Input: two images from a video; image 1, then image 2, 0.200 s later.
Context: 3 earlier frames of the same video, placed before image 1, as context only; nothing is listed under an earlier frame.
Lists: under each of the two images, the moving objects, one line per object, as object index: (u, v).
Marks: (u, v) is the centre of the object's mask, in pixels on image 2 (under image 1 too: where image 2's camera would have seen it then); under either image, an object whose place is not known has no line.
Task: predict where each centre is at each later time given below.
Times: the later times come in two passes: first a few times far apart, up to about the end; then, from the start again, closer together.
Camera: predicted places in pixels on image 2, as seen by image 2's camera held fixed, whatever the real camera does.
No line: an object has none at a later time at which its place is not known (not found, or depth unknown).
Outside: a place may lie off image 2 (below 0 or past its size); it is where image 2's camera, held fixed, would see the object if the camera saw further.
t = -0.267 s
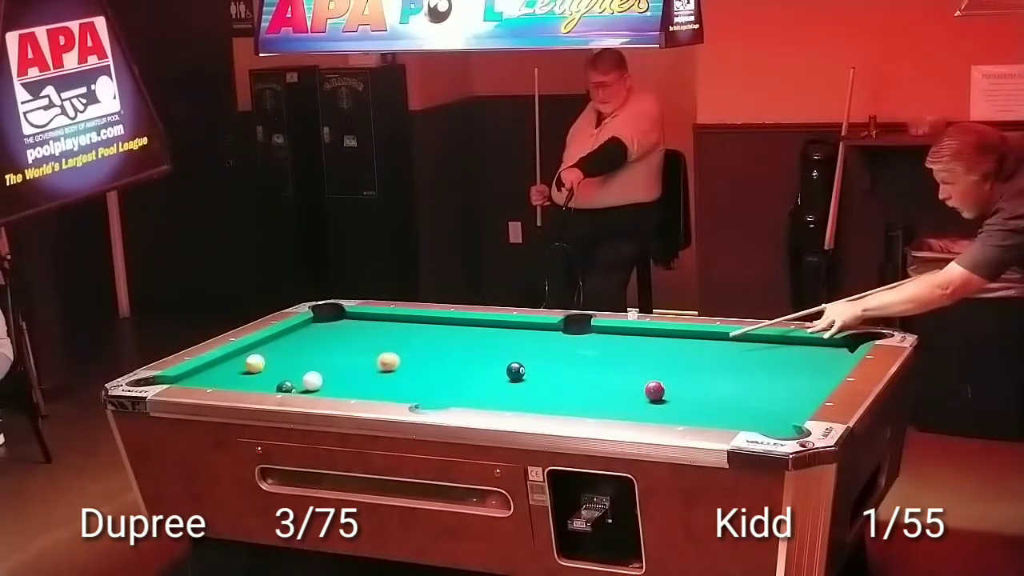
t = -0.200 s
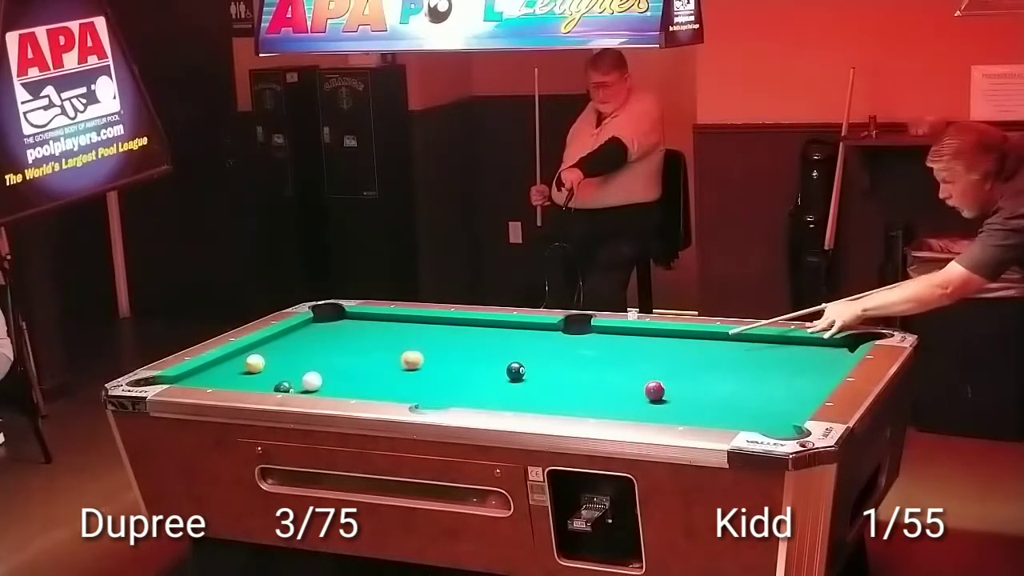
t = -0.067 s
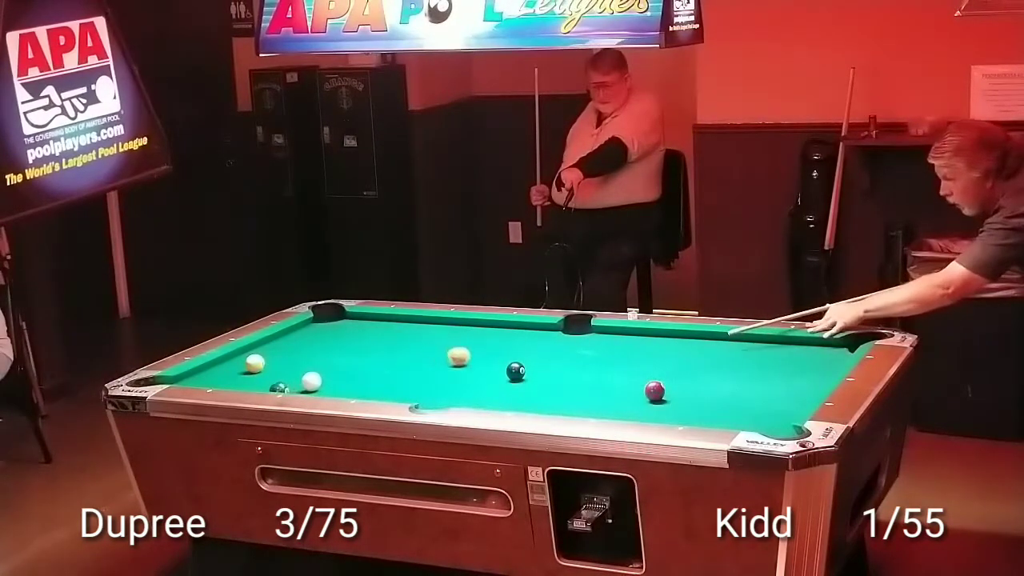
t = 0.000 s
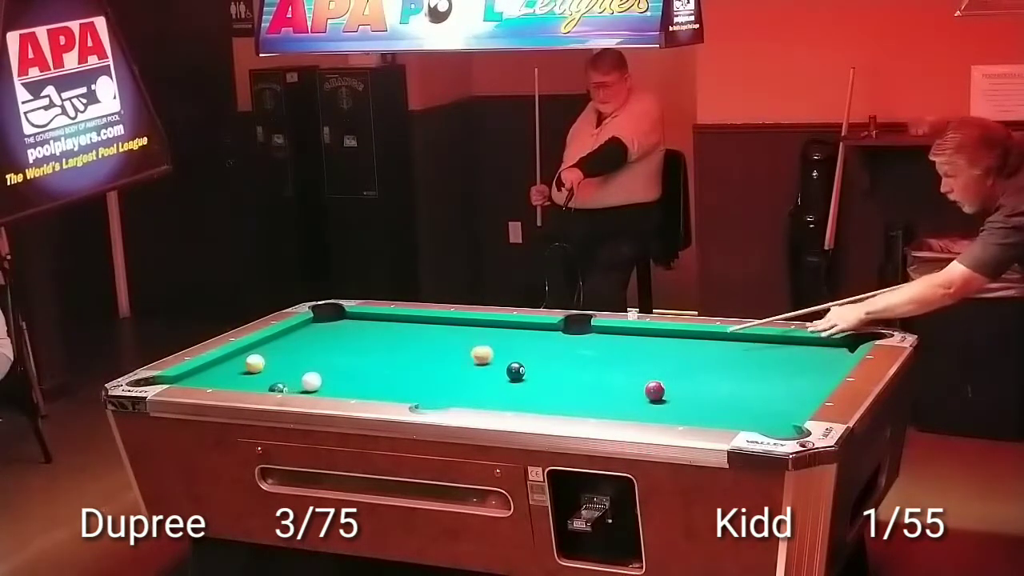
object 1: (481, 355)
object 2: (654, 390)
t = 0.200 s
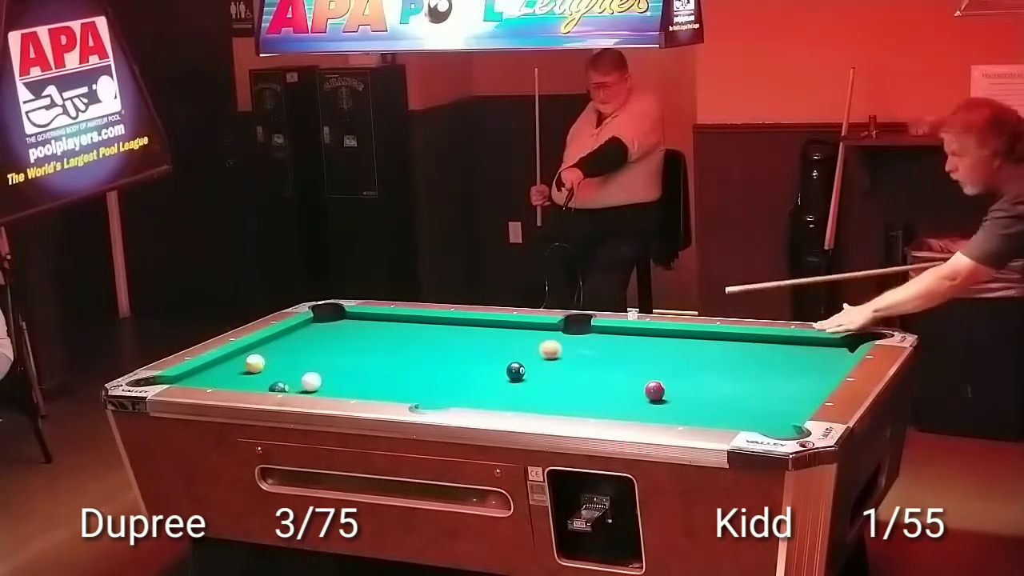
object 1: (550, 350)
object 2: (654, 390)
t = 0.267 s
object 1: (573, 348)
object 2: (654, 390)
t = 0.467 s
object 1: (638, 343)
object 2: (654, 390)
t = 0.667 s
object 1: (703, 338)
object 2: (654, 390)
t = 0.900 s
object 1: (763, 341)
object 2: (654, 390)
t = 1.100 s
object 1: (809, 349)
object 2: (654, 390)
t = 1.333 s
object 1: (830, 357)
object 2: (654, 390)
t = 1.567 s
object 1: (791, 364)
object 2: (654, 390)
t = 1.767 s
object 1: (759, 369)
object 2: (654, 390)
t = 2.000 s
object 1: (721, 375)
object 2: (654, 390)
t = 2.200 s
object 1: (690, 380)
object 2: (654, 390)
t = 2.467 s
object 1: (650, 380)
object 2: (653, 392)
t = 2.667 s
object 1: (625, 385)
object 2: (649, 395)
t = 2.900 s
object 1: (599, 385)
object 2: (645, 399)
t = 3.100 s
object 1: (577, 386)
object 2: (641, 401)
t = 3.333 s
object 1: (553, 386)
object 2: (638, 404)
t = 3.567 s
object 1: (531, 386)
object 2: (635, 406)
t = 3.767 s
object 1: (513, 386)
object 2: (633, 407)
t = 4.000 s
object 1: (494, 386)
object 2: (631, 408)
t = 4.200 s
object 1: (479, 386)
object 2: (630, 409)
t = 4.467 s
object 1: (460, 386)
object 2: (629, 409)
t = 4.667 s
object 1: (448, 386)
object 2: (629, 409)
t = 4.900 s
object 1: (435, 385)
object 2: (629, 409)
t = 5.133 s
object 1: (424, 385)
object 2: (629, 409)
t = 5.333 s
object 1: (415, 385)
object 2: (629, 409)
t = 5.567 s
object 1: (406, 385)
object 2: (629, 409)
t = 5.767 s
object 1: (399, 385)
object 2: (629, 409)
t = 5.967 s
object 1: (393, 385)
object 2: (629, 409)
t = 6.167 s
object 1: (388, 385)
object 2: (629, 409)
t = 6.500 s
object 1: (383, 385)
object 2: (629, 409)
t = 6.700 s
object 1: (380, 385)
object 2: (629, 409)
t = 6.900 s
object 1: (379, 385)
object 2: (629, 409)
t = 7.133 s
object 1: (379, 385)
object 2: (629, 409)
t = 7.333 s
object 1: (379, 385)
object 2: (629, 409)
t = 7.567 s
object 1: (379, 385)
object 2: (629, 409)
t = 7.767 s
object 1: (379, 385)
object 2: (629, 409)
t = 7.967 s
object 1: (379, 384)
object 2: (629, 409)
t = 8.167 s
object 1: (379, 384)
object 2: (629, 409)
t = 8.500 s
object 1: (379, 385)
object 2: (629, 409)
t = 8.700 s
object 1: (379, 385)
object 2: (629, 409)
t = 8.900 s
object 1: (379, 385)
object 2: (629, 409)
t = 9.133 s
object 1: (379, 385)
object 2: (629, 409)
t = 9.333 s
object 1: (379, 385)
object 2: (629, 409)
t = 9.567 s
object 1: (379, 385)
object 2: (629, 409)
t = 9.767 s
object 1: (379, 384)
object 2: (629, 409)
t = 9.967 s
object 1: (379, 384)
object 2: (629, 409)
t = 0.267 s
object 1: (573, 348)
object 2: (654, 390)
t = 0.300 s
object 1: (583, 347)
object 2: (654, 390)
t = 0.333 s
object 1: (594, 347)
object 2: (654, 390)
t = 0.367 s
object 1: (605, 346)
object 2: (654, 390)
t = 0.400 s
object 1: (616, 345)
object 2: (654, 390)
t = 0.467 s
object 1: (638, 343)
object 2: (654, 390)
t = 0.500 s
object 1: (649, 343)
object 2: (654, 390)
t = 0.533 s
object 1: (660, 342)
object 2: (654, 390)
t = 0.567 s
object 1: (671, 341)
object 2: (654, 390)
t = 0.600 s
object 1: (681, 340)
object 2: (654, 390)
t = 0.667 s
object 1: (703, 338)
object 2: (654, 390)
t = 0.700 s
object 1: (713, 337)
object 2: (654, 390)
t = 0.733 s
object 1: (724, 337)
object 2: (654, 390)
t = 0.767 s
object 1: (733, 337)
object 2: (654, 390)
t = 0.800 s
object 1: (741, 338)
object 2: (654, 390)
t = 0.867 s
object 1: (755, 340)
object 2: (654, 390)
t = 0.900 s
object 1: (763, 341)
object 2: (654, 390)
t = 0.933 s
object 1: (771, 343)
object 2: (654, 390)
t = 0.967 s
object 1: (778, 344)
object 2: (654, 390)
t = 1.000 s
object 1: (786, 345)
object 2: (654, 390)
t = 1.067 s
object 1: (801, 348)
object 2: (654, 390)
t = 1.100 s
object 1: (809, 349)
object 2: (654, 390)
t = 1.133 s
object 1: (816, 350)
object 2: (654, 390)
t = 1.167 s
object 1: (824, 352)
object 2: (654, 390)
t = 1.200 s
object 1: (833, 353)
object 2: (654, 390)
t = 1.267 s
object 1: (841, 354)
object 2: (654, 390)
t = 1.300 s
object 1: (835, 356)
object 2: (654, 390)
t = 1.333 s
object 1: (830, 357)
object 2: (654, 390)
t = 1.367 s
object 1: (824, 358)
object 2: (654, 390)
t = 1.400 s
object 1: (819, 359)
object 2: (654, 390)
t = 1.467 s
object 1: (808, 361)
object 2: (654, 390)
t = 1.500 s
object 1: (803, 362)
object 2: (654, 390)
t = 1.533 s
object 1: (797, 363)
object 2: (654, 390)
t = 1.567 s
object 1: (791, 364)
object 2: (654, 390)
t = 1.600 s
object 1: (786, 365)
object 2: (654, 390)
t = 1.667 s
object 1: (775, 366)
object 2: (654, 390)
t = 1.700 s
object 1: (769, 368)
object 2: (654, 390)
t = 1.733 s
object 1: (764, 368)
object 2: (654, 390)
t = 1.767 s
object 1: (759, 369)
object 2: (654, 390)
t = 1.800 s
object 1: (753, 370)
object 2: (654, 390)
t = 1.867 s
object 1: (742, 371)
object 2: (654, 390)
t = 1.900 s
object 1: (737, 373)
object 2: (654, 390)
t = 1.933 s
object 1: (732, 373)
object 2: (654, 390)
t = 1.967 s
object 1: (727, 374)
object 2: (654, 390)
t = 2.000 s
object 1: (721, 375)
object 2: (654, 390)
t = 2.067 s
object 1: (710, 377)
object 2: (654, 390)
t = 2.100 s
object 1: (705, 378)
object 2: (654, 390)
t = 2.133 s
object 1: (700, 378)
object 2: (654, 390)
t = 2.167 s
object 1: (695, 379)
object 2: (654, 390)
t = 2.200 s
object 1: (690, 380)
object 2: (654, 390)
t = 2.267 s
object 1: (679, 382)
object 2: (654, 390)
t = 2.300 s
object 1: (674, 383)
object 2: (654, 390)
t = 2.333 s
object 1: (670, 383)
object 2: (654, 390)
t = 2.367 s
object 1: (667, 383)
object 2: (654, 390)
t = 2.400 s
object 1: (661, 381)
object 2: (654, 390)
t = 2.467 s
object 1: (650, 380)
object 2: (653, 392)
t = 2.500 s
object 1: (644, 382)
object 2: (652, 393)
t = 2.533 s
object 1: (640, 383)
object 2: (651, 393)
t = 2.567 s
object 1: (636, 384)
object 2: (651, 394)
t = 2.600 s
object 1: (633, 385)
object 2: (650, 394)
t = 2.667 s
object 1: (625, 385)
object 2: (649, 395)
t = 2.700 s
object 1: (622, 385)
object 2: (649, 396)
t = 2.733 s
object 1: (618, 385)
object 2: (648, 396)
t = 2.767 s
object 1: (614, 385)
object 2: (647, 397)
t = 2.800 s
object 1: (610, 385)
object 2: (646, 398)
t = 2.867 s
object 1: (602, 385)
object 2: (645, 398)
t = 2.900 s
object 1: (599, 385)
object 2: (645, 399)
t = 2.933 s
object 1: (595, 385)
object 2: (644, 399)
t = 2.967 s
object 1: (591, 386)
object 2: (644, 400)
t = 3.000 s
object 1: (587, 386)
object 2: (643, 400)
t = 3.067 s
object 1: (580, 386)
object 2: (642, 401)
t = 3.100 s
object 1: (577, 386)
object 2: (641, 401)
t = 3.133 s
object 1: (573, 386)
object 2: (641, 402)
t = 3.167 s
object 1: (570, 386)
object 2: (640, 402)
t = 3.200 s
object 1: (566, 386)
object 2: (640, 402)
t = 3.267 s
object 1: (559, 386)
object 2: (639, 403)
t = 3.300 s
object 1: (556, 386)
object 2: (638, 403)
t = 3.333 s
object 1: (553, 386)
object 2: (638, 404)
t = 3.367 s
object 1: (550, 386)
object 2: (638, 404)
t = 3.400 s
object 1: (546, 386)
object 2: (637, 405)
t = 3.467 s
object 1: (540, 386)
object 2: (636, 406)
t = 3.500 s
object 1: (537, 386)
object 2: (636, 406)
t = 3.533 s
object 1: (535, 386)
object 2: (636, 406)
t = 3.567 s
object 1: (531, 386)
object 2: (635, 406)
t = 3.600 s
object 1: (528, 386)
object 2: (635, 406)
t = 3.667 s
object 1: (522, 386)
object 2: (634, 406)
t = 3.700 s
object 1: (520, 386)
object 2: (633, 407)
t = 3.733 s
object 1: (516, 386)
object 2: (633, 407)
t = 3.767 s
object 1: (513, 386)
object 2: (633, 407)
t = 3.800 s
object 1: (510, 386)
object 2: (632, 407)
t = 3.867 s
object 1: (504, 386)
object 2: (631, 408)
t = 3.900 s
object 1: (502, 386)
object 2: (631, 408)
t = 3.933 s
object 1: (499, 386)
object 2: (631, 408)
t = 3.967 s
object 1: (497, 386)
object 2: (631, 408)
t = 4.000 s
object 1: (494, 386)
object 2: (631, 408)
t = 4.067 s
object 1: (489, 386)
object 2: (630, 408)
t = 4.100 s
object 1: (486, 386)
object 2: (630, 408)
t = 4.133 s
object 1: (484, 386)
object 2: (630, 409)
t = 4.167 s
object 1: (481, 386)
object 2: (630, 409)
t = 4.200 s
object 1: (479, 386)
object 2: (630, 409)
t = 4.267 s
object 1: (474, 386)
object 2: (630, 409)
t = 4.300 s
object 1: (471, 386)
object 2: (629, 409)
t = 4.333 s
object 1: (469, 386)
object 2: (629, 409)
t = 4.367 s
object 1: (467, 386)
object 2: (629, 409)
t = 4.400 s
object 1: (465, 386)
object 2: (629, 409)
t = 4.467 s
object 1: (460, 386)
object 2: (629, 409)
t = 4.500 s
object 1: (458, 385)
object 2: (629, 409)
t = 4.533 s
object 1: (456, 386)
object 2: (629, 409)
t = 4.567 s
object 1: (454, 386)
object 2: (629, 409)
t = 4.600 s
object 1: (452, 386)
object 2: (629, 409)
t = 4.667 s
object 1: (448, 386)
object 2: (629, 409)
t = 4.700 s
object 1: (446, 385)
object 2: (629, 409)
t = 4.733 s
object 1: (444, 385)
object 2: (629, 409)
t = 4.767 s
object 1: (442, 386)
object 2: (629, 409)
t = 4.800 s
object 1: (441, 386)
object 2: (629, 409)
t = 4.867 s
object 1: (437, 385)
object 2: (629, 409)
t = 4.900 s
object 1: (435, 385)
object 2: (629, 409)
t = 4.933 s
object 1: (433, 385)
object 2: (629, 409)
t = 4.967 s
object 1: (432, 385)
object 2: (629, 409)
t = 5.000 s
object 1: (430, 385)
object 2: (629, 409)
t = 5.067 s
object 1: (427, 385)
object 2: (629, 409)
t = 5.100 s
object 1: (425, 385)
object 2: (629, 409)
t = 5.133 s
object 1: (424, 385)
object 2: (629, 409)
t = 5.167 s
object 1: (422, 385)
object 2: (629, 409)
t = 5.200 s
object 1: (421, 385)
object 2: (629, 409)
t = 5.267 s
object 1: (418, 385)
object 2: (629, 409)
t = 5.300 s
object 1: (417, 385)
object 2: (629, 409)
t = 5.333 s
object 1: (415, 385)
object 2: (629, 409)
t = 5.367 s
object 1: (413, 385)
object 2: (629, 409)
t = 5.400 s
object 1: (412, 385)
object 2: (629, 409)
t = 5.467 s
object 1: (409, 385)
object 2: (629, 409)
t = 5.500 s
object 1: (408, 385)
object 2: (629, 409)
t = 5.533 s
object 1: (407, 385)
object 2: (629, 409)
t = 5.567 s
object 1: (406, 385)
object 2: (629, 409)
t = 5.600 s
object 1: (405, 385)
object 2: (629, 409)
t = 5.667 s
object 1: (402, 385)
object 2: (629, 409)
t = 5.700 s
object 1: (401, 385)
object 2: (629, 409)
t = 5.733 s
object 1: (400, 385)
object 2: (629, 409)
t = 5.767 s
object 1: (399, 385)
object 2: (629, 409)
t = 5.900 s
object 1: (395, 385)
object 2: (629, 409)
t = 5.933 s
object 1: (394, 385)
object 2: (629, 409)
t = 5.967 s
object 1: (393, 385)
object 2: (629, 409)
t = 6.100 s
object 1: (390, 385)
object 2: (629, 409)
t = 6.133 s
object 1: (389, 385)
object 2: (629, 409)
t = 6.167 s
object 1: (388, 385)
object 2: (629, 409)
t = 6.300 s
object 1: (386, 385)
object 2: (629, 409)
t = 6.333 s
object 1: (385, 385)
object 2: (629, 409)
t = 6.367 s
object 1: (385, 385)
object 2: (629, 409)
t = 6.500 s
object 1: (383, 385)
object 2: (629, 409)
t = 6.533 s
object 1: (382, 385)
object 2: (629, 409)
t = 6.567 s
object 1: (382, 385)
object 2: (629, 409)
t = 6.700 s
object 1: (380, 385)
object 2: (629, 409)
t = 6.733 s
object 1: (380, 385)
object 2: (629, 409)
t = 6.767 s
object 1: (380, 385)
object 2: (629, 409)
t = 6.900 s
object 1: (379, 385)
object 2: (629, 409)
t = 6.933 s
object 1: (379, 385)
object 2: (629, 409)
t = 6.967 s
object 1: (379, 385)
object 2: (629, 409)
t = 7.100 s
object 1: (379, 385)
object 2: (629, 409)
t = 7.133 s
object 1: (379, 385)
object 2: (629, 409)
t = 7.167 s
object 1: (379, 385)
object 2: (629, 409)
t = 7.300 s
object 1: (379, 385)
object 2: (629, 409)
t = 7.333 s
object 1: (379, 385)
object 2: (629, 409)
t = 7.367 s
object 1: (379, 385)
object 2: (629, 409)
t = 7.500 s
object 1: (379, 385)
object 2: (629, 409)
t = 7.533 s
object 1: (379, 385)
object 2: (629, 409)
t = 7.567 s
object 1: (379, 385)
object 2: (629, 409)
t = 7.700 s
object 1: (379, 385)
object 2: (629, 409)
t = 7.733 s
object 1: (379, 385)
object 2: (629, 409)
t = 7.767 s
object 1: (379, 385)
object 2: (629, 409)
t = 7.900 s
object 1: (379, 384)
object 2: (629, 409)
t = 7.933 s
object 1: (379, 384)
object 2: (629, 409)
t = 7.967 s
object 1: (379, 384)
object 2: (629, 409)
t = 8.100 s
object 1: (379, 384)
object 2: (629, 409)
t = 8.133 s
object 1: (379, 384)
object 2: (629, 409)
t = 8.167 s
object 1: (379, 384)
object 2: (629, 409)
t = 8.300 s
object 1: (379, 384)
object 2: (629, 409)
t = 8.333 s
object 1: (379, 384)
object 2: (629, 409)
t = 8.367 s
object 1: (379, 384)
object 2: (629, 409)
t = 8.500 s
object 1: (379, 385)
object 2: (629, 409)
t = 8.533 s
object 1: (379, 385)
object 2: (629, 409)
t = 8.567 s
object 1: (379, 385)
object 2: (629, 409)
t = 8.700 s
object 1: (379, 385)
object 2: (629, 409)
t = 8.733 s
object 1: (379, 385)
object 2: (629, 409)
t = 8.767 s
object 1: (379, 385)
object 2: (629, 409)
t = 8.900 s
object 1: (379, 385)
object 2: (629, 409)
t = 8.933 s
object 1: (379, 385)
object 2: (629, 409)
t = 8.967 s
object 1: (379, 385)
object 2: (629, 409)
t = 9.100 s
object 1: (379, 385)
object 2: (629, 409)
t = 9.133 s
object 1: (379, 385)
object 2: (629, 409)
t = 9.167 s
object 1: (379, 385)
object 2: (629, 409)
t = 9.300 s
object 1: (379, 385)
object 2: (629, 409)
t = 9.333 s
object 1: (379, 385)
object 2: (629, 409)
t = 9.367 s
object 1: (379, 385)
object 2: (629, 409)
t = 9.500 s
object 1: (379, 384)
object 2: (629, 409)
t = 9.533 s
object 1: (379, 385)
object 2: (629, 409)
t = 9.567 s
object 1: (379, 385)
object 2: (629, 409)
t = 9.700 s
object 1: (379, 384)
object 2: (629, 409)
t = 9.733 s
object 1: (379, 385)
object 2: (629, 409)
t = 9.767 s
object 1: (379, 384)
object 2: (629, 409)
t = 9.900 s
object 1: (379, 384)
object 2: (629, 409)
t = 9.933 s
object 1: (379, 384)
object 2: (629, 409)
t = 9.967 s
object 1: (379, 384)
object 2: (629, 409)
